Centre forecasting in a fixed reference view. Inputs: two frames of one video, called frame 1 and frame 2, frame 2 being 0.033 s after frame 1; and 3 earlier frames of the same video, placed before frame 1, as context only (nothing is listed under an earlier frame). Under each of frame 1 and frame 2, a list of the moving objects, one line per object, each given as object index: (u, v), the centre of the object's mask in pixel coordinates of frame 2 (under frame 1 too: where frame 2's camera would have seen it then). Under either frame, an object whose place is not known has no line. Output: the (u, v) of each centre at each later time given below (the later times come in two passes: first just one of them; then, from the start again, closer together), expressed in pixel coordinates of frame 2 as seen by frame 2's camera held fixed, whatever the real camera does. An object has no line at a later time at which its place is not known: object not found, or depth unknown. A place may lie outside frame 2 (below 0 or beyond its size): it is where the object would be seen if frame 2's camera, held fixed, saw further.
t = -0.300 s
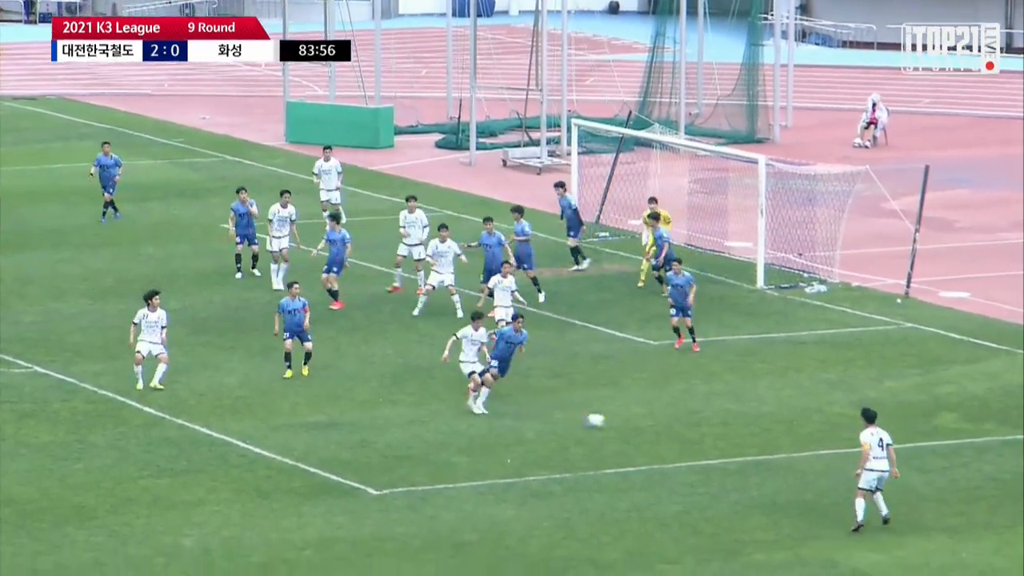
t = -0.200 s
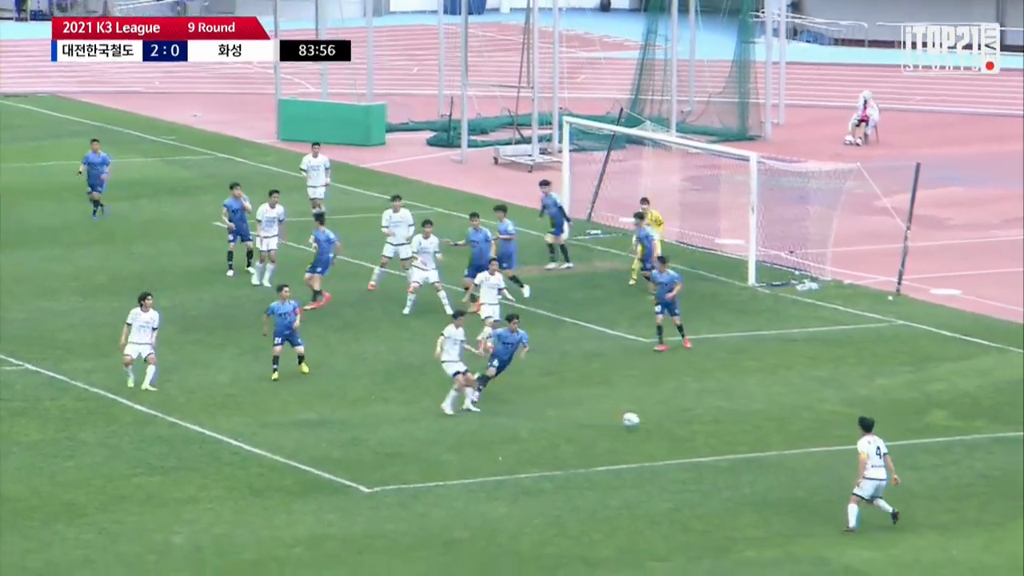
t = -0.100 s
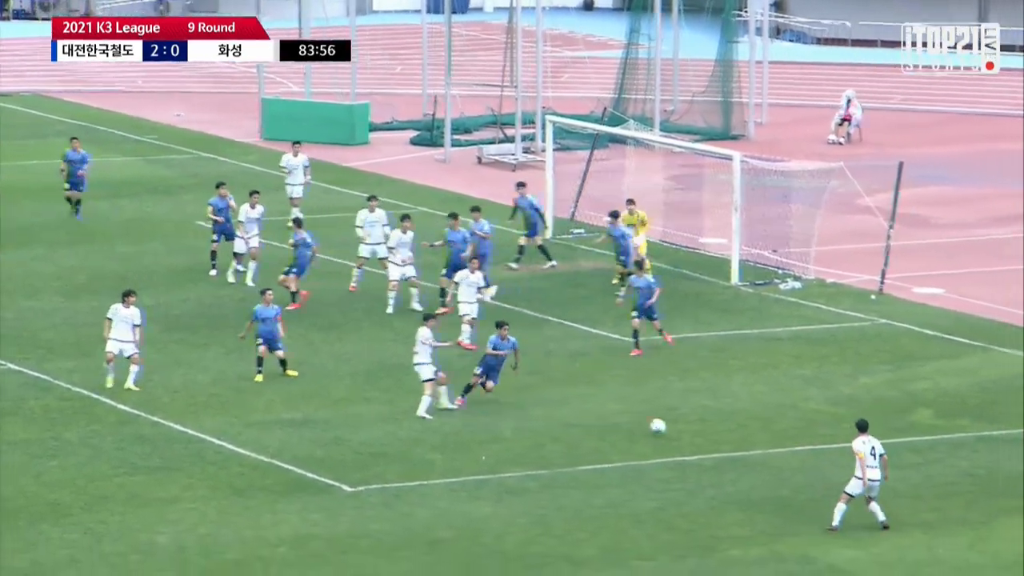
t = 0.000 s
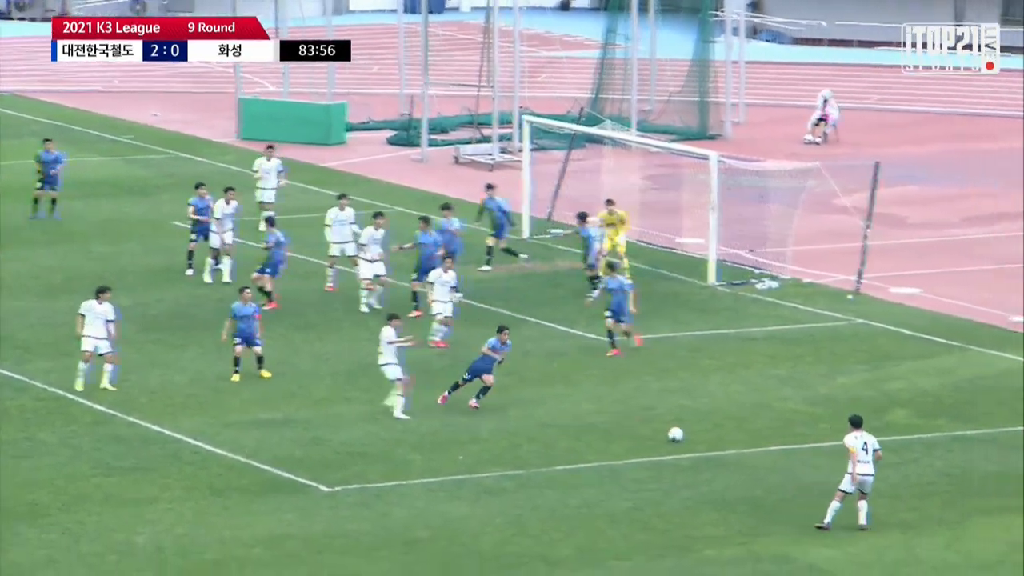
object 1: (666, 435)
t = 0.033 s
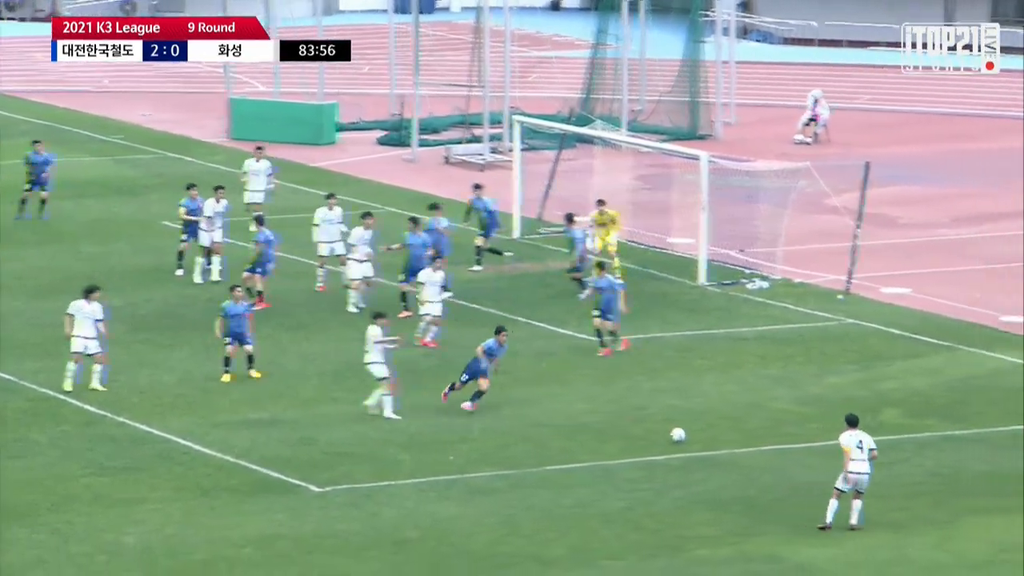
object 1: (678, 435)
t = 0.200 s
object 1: (736, 443)
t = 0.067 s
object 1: (689, 436)
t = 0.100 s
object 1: (700, 439)
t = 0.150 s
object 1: (720, 442)
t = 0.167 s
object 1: (725, 443)
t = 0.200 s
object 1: (736, 443)
